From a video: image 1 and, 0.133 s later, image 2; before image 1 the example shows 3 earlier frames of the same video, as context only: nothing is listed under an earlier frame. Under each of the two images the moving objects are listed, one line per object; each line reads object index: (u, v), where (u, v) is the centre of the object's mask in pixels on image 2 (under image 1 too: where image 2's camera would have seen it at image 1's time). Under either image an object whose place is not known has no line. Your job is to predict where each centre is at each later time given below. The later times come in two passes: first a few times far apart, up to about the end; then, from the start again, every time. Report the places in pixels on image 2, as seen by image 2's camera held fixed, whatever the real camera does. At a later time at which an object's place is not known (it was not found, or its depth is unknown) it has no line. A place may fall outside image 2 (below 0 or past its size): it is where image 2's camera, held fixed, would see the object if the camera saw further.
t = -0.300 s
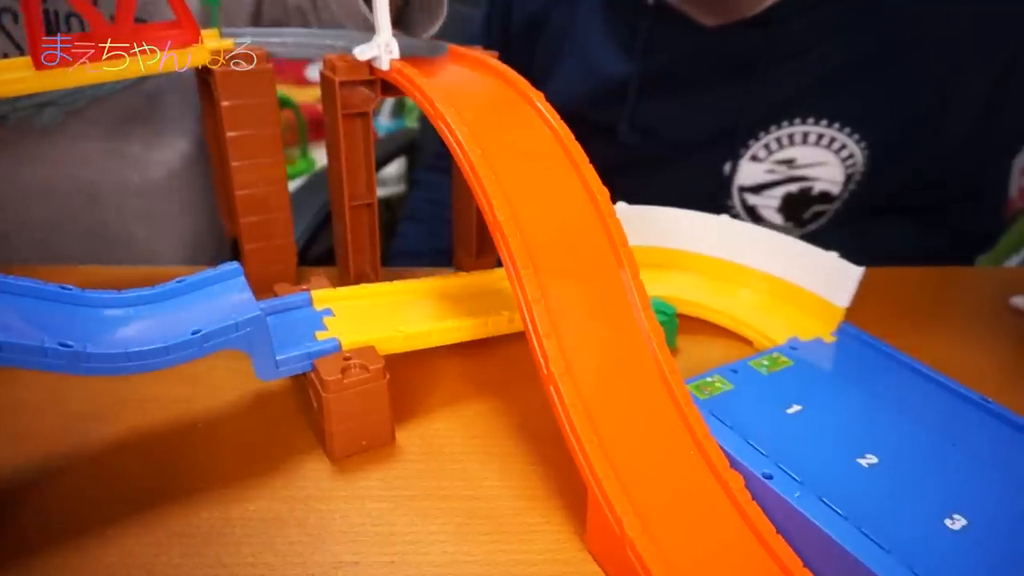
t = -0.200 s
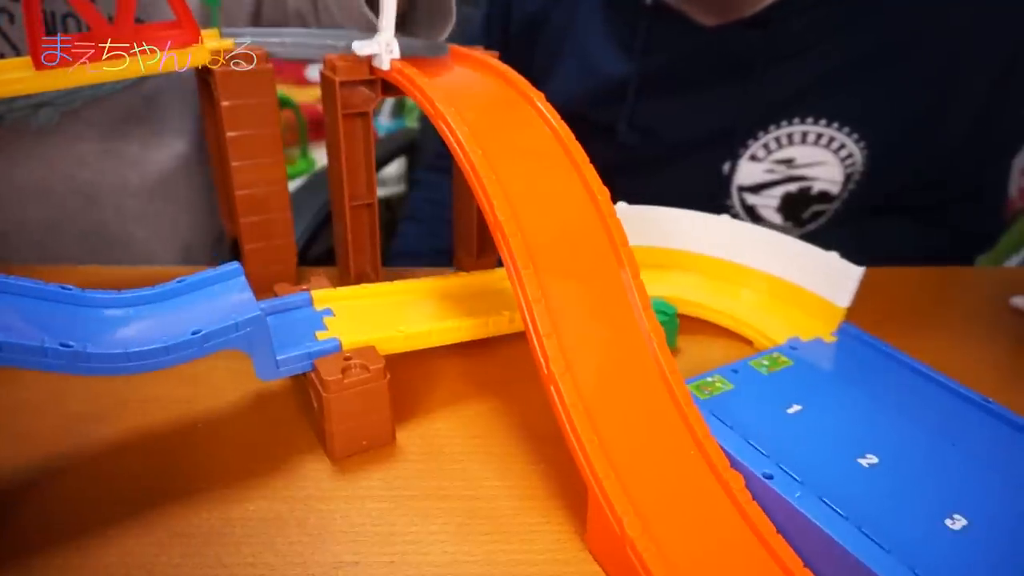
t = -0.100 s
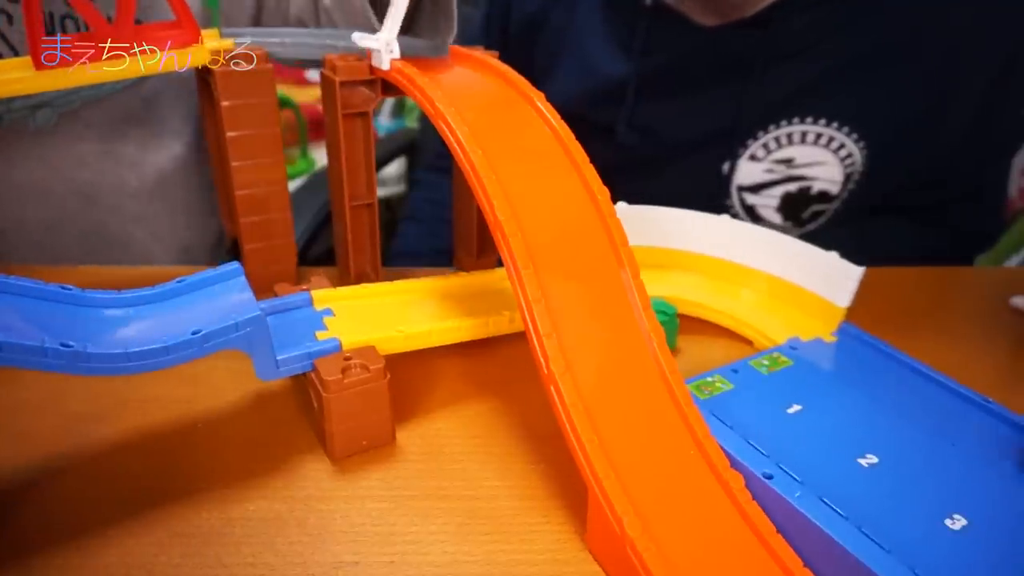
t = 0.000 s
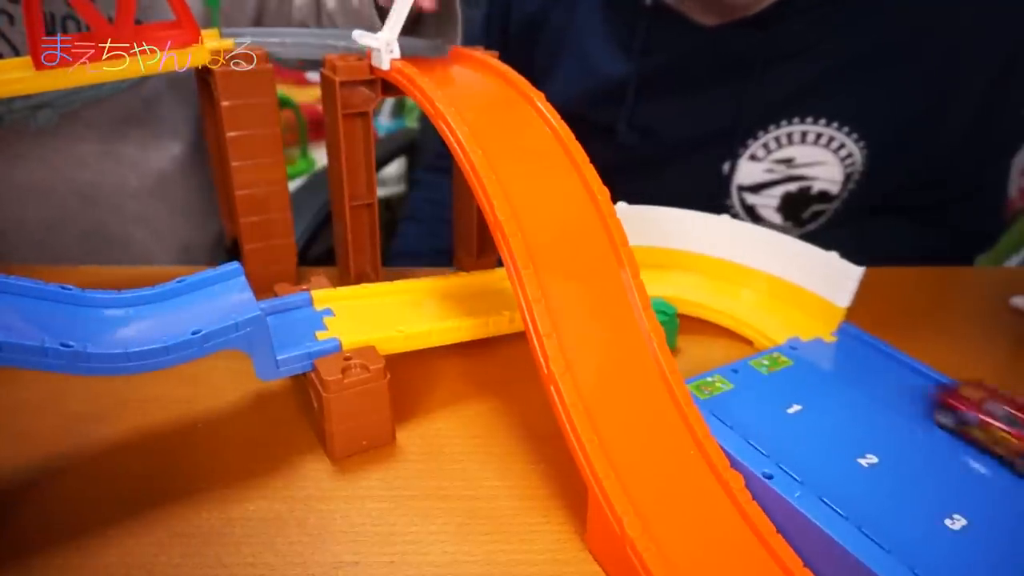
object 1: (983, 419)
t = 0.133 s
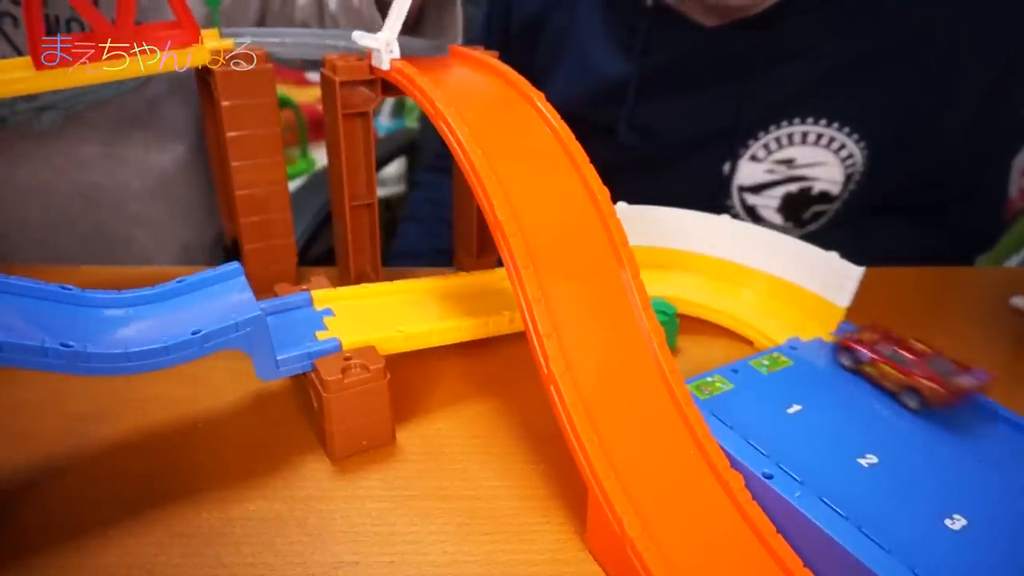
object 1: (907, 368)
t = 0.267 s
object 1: (827, 326)
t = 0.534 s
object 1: (764, 295)
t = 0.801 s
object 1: (823, 324)
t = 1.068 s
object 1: (873, 350)
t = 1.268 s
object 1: (884, 356)
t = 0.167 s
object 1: (886, 356)
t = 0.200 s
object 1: (864, 344)
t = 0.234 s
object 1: (844, 335)
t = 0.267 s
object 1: (827, 326)
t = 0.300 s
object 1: (810, 317)
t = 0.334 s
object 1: (795, 309)
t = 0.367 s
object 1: (784, 304)
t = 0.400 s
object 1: (775, 300)
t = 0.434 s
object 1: (767, 296)
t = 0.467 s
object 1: (763, 294)
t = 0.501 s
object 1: (762, 294)
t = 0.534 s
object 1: (764, 295)
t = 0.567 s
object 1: (769, 297)
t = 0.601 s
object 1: (775, 300)
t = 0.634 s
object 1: (781, 303)
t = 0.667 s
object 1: (789, 307)
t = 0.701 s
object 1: (797, 310)
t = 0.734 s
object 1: (807, 315)
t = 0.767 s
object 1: (815, 320)
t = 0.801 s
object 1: (823, 324)
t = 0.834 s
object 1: (831, 328)
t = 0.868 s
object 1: (839, 333)
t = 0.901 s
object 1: (847, 336)
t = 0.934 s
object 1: (853, 340)
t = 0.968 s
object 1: (859, 343)
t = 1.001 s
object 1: (864, 345)
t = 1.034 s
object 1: (869, 348)
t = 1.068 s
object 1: (873, 350)
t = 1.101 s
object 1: (876, 352)
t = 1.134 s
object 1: (879, 353)
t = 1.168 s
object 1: (881, 355)
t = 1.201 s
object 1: (882, 355)
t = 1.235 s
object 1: (884, 356)
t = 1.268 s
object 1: (884, 356)
